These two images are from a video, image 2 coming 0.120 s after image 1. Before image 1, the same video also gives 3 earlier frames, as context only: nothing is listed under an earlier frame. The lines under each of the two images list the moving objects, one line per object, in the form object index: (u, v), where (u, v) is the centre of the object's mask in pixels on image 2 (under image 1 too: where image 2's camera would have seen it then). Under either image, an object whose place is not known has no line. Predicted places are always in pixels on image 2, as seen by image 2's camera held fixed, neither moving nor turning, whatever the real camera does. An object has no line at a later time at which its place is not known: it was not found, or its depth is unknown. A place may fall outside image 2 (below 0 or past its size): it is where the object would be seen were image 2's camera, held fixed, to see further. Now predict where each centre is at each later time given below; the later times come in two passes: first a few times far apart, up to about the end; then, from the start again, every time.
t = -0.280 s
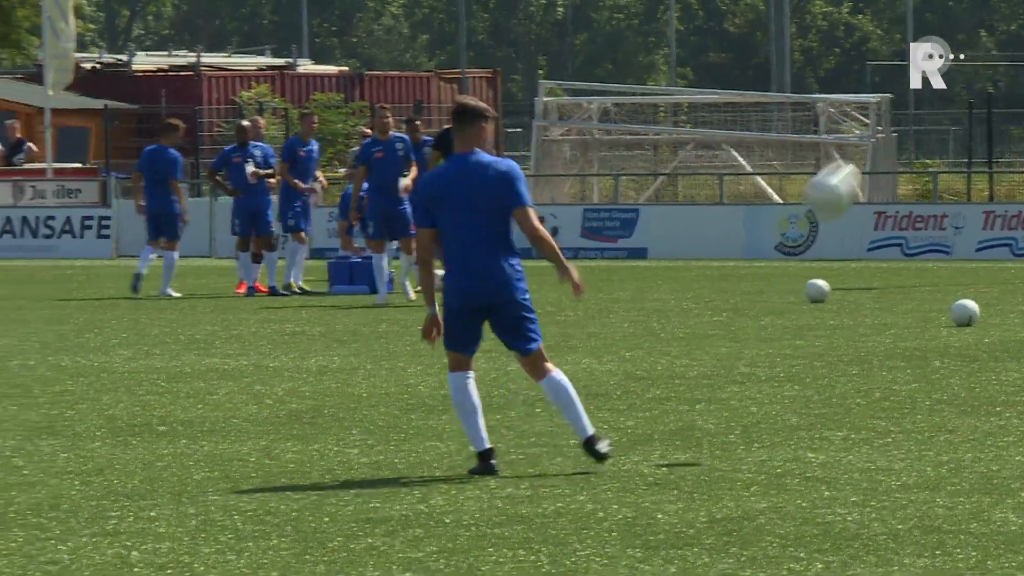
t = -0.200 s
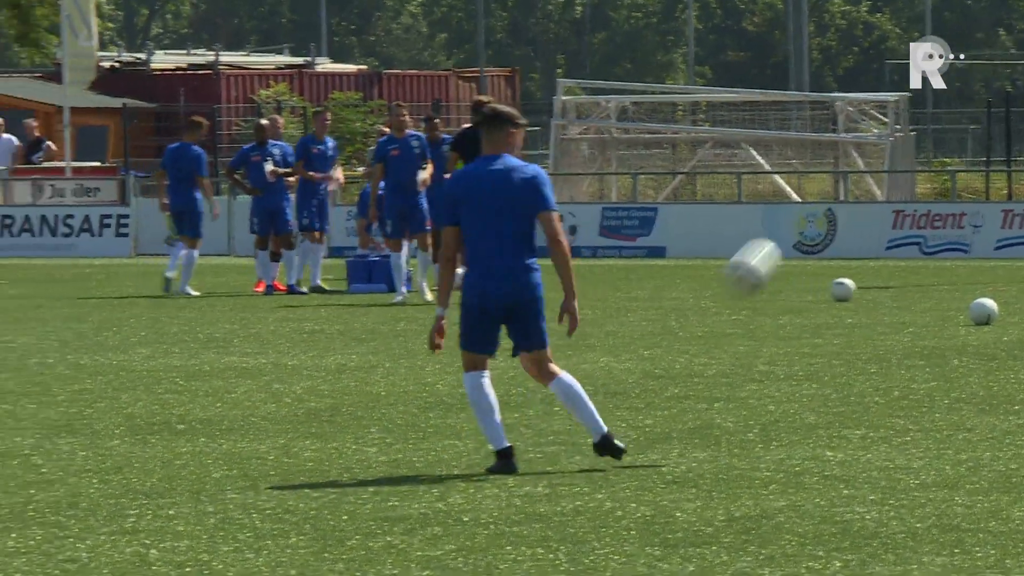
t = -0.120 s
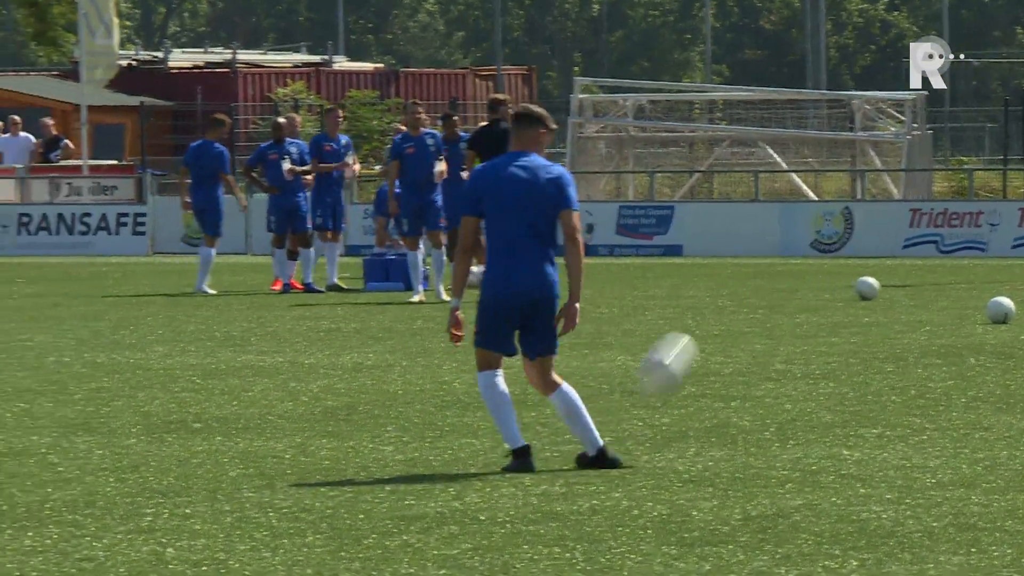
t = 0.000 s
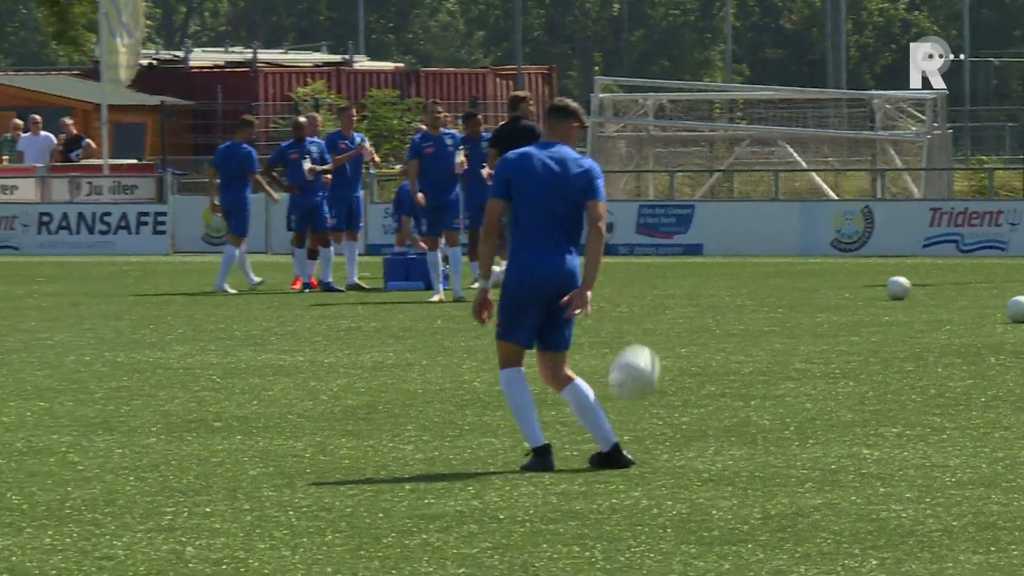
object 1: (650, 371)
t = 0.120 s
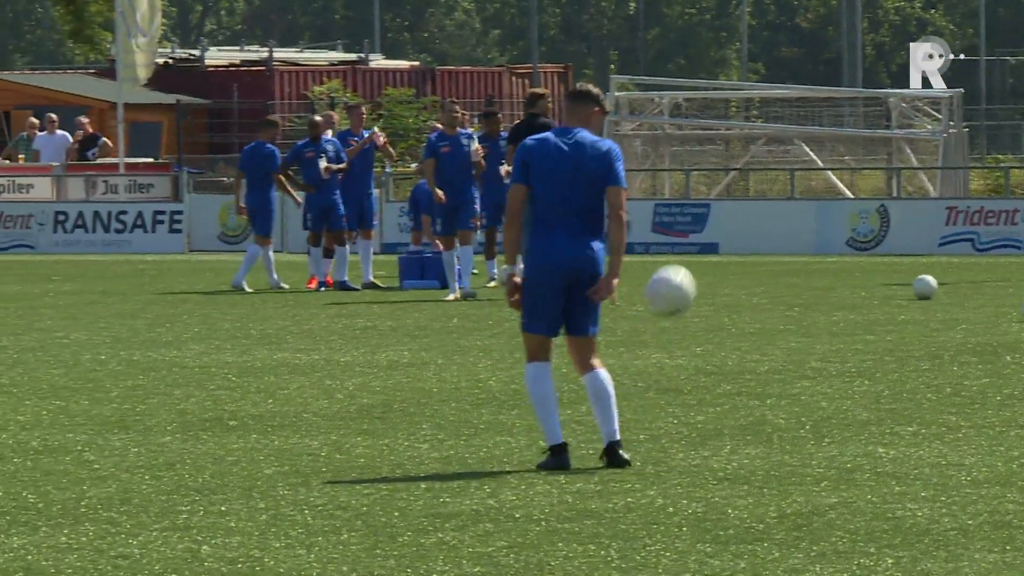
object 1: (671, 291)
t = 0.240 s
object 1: (692, 240)
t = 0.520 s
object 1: (743, 241)
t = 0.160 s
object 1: (678, 271)
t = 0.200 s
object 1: (685, 254)
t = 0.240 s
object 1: (692, 240)
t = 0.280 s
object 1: (699, 230)
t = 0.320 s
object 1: (706, 224)
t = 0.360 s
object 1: (713, 221)
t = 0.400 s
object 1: (720, 221)
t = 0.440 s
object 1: (727, 223)
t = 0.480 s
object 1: (735, 230)
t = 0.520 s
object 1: (743, 241)
